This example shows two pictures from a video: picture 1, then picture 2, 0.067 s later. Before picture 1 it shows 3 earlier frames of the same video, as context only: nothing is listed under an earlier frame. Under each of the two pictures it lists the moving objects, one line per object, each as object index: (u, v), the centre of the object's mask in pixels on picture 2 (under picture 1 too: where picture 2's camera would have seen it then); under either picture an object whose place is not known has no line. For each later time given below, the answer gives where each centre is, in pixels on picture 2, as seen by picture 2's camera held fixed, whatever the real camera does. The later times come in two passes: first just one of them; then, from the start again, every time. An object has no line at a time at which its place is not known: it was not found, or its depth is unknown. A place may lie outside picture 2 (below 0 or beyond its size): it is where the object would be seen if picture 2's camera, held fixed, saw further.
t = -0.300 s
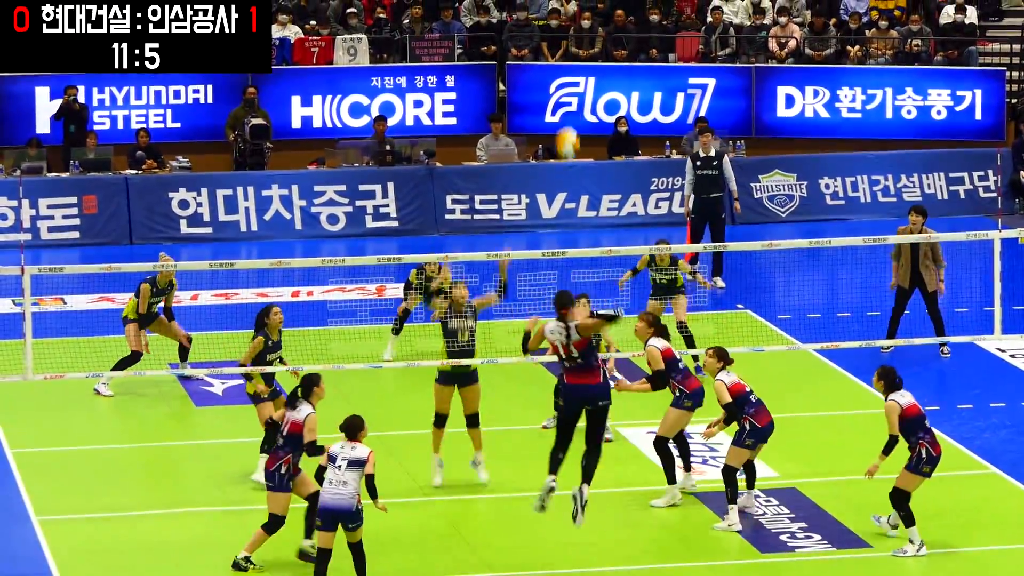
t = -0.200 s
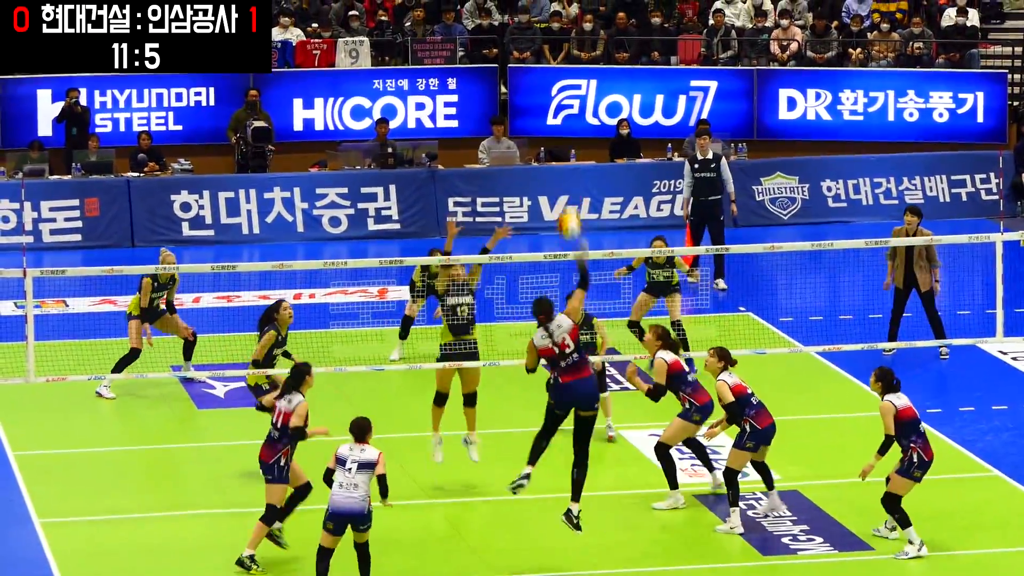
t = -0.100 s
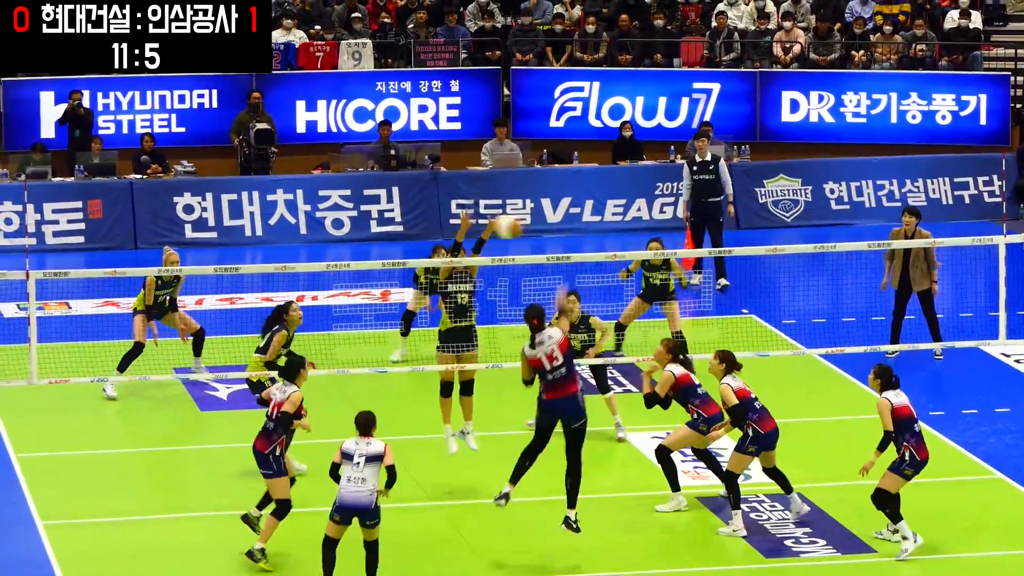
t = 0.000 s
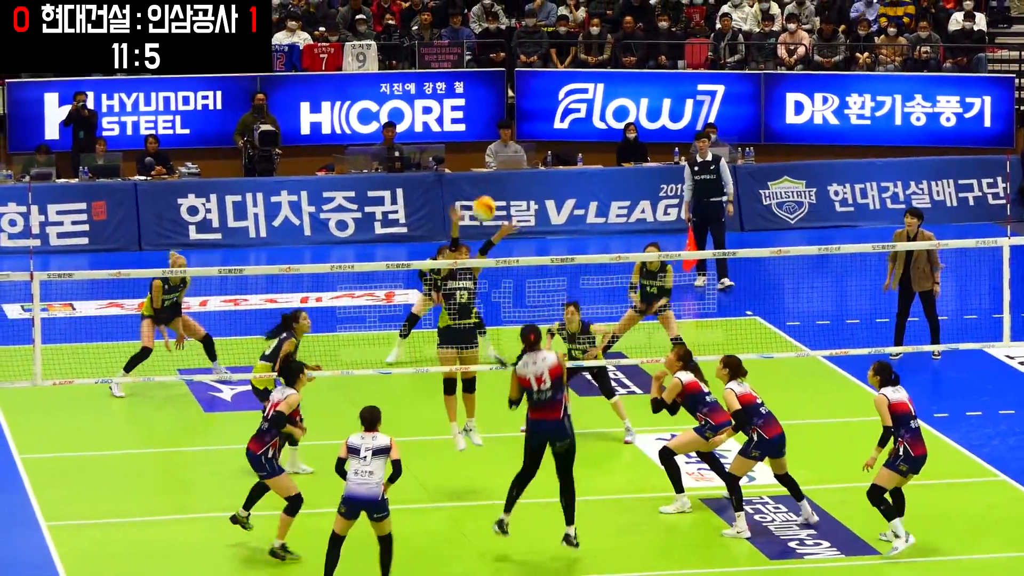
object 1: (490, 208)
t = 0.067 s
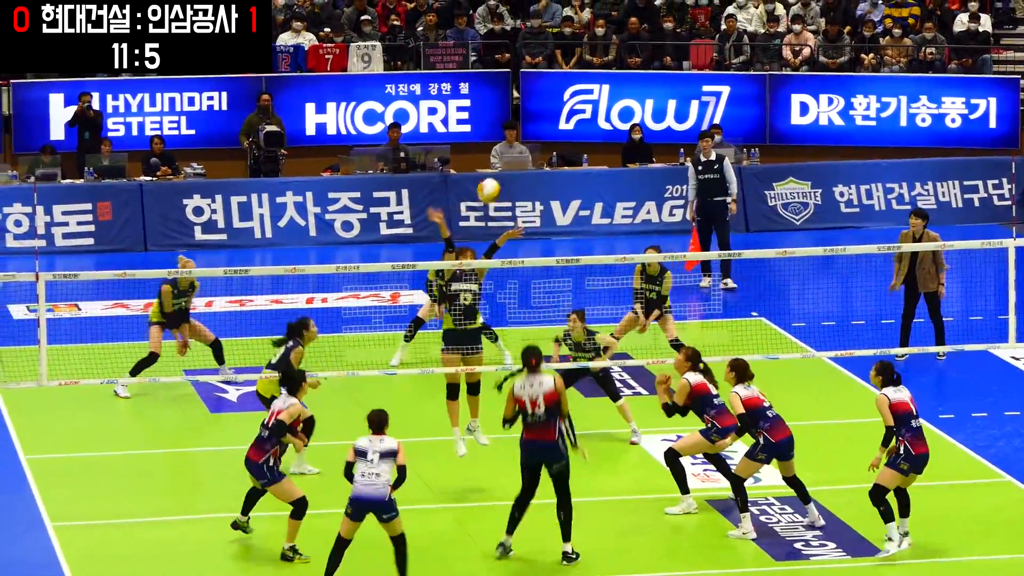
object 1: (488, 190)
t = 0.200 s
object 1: (487, 167)
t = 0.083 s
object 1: (488, 186)
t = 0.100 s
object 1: (488, 183)
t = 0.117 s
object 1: (487, 180)
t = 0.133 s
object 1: (488, 177)
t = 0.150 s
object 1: (487, 174)
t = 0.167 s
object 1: (487, 171)
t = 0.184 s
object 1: (487, 169)
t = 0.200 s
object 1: (487, 167)
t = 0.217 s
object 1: (487, 166)
